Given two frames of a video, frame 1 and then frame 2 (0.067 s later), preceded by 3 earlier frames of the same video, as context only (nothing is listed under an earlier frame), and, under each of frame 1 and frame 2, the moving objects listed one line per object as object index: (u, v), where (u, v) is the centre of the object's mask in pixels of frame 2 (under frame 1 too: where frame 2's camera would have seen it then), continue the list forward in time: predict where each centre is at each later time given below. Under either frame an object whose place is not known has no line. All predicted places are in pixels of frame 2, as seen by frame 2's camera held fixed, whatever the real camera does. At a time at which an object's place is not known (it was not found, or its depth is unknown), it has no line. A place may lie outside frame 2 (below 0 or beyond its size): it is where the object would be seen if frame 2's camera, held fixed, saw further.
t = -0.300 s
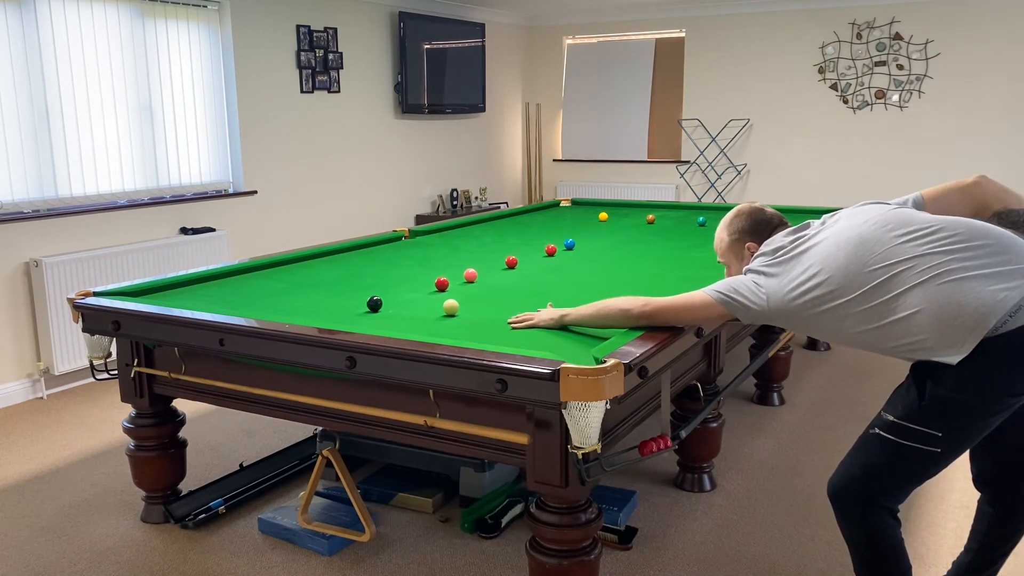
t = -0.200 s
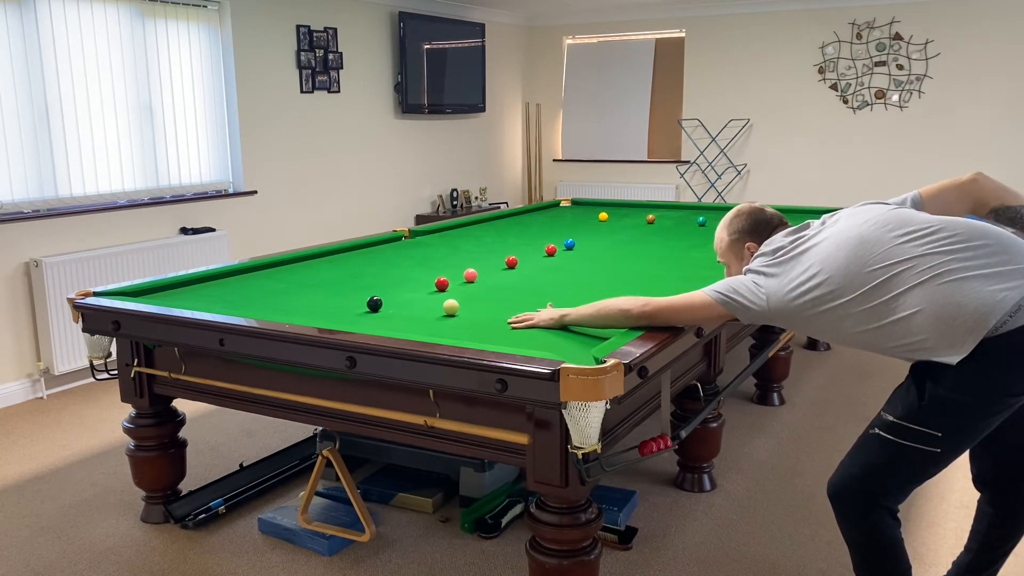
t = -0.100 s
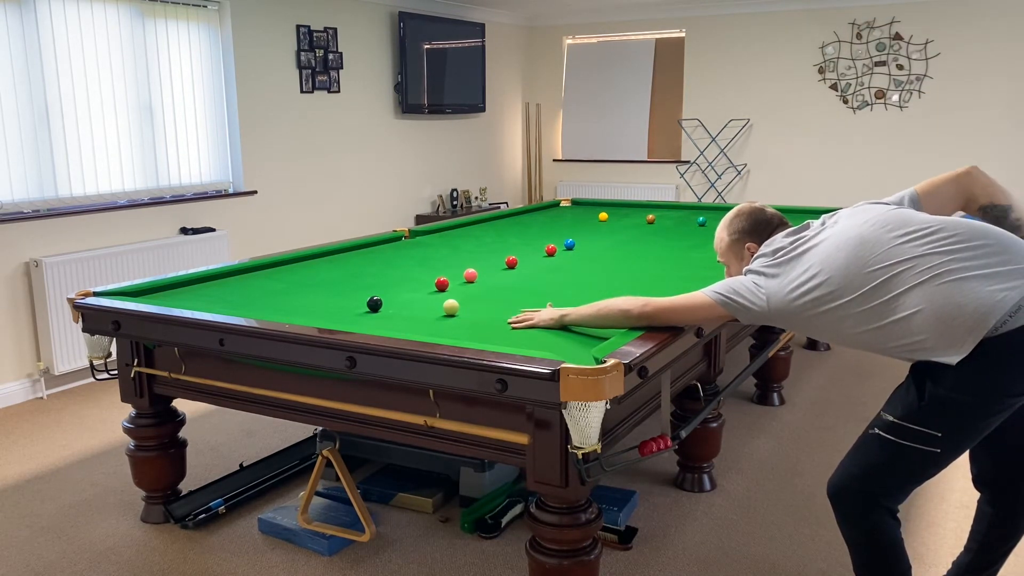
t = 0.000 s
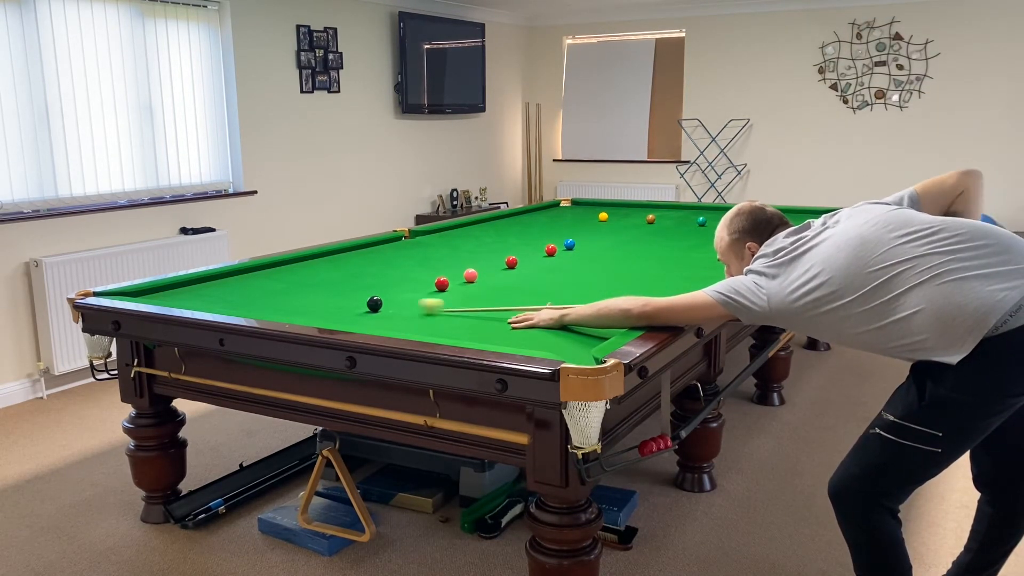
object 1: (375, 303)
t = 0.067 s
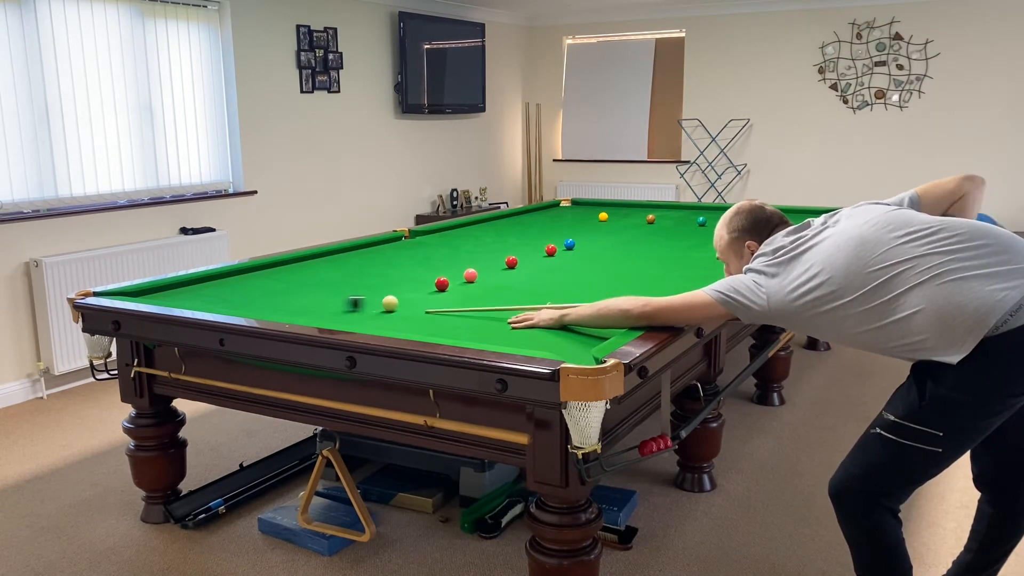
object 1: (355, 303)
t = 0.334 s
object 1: (154, 294)
